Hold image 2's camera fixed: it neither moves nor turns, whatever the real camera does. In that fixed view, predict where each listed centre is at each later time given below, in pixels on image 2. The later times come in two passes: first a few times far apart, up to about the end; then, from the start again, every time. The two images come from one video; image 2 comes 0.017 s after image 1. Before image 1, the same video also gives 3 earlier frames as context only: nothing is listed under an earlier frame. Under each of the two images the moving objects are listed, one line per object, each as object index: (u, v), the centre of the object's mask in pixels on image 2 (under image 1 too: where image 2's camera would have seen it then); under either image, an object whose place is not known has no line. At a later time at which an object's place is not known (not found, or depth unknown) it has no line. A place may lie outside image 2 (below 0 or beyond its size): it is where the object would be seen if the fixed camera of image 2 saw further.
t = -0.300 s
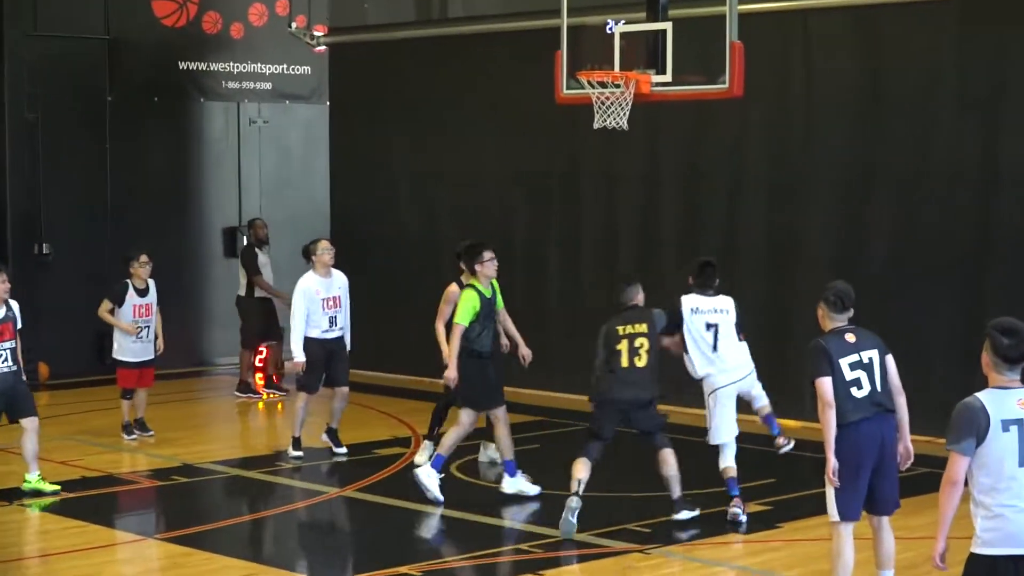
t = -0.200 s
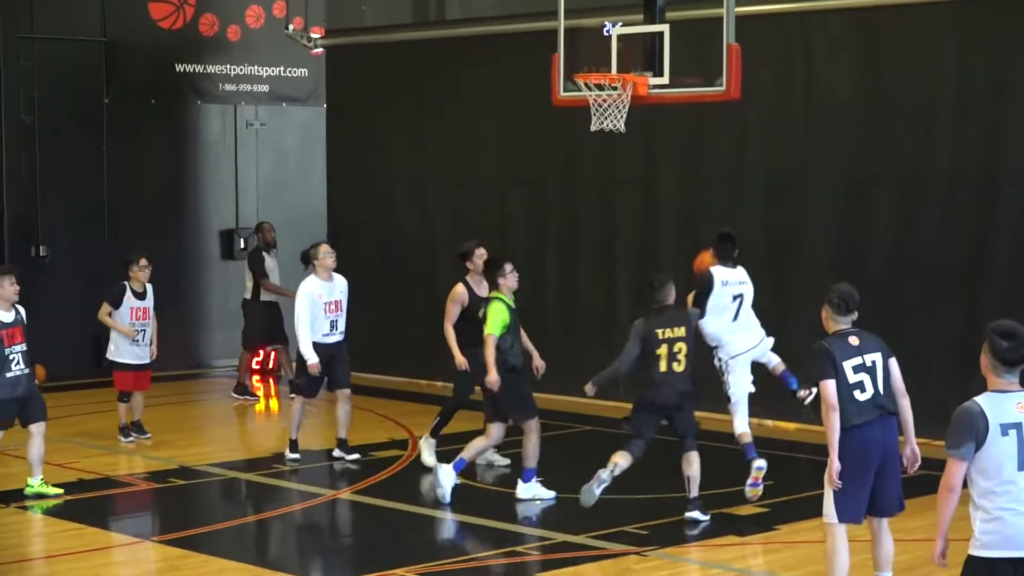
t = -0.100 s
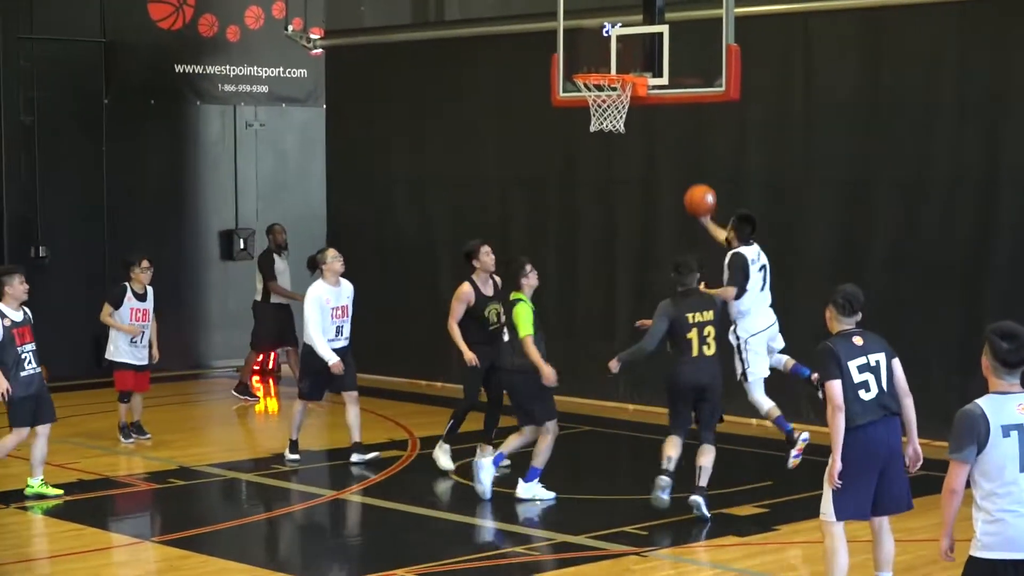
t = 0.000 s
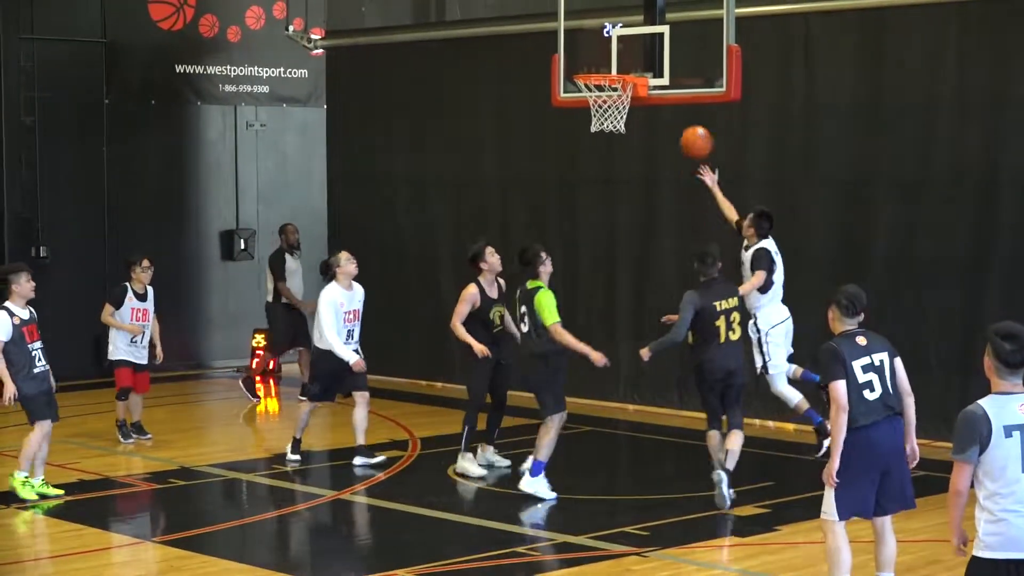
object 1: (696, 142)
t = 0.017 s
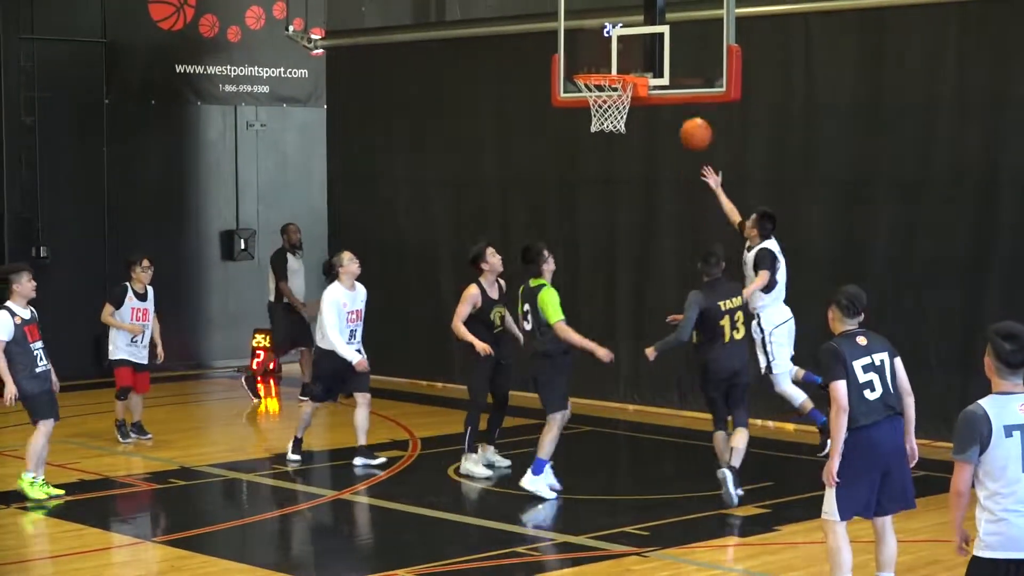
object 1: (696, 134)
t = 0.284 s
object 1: (673, 59)
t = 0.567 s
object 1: (655, 61)
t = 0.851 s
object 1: (649, 62)
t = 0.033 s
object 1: (695, 126)
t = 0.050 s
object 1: (694, 118)
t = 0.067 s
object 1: (694, 111)
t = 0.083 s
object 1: (693, 104)
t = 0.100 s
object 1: (694, 97)
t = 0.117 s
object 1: (692, 91)
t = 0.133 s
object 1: (691, 87)
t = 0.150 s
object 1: (689, 83)
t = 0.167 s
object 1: (687, 79)
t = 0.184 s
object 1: (686, 75)
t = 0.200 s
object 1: (684, 72)
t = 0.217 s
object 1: (682, 69)
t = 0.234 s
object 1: (679, 66)
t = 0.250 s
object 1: (677, 63)
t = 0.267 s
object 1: (675, 61)
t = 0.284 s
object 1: (673, 59)
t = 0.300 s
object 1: (671, 57)
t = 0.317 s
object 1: (669, 56)
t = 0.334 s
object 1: (666, 55)
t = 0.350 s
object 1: (664, 55)
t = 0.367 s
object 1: (662, 55)
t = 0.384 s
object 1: (660, 55)
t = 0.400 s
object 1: (657, 56)
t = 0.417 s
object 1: (655, 57)
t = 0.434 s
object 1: (653, 57)
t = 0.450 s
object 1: (651, 60)
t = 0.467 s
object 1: (649, 62)
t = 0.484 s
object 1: (647, 64)
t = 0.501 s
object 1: (646, 65)
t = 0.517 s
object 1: (648, 64)
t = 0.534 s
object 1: (650, 63)
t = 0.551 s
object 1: (653, 61)
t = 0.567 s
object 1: (655, 61)
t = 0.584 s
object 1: (656, 60)
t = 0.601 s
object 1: (655, 59)
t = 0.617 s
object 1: (654, 59)
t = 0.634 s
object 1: (653, 58)
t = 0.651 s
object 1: (651, 58)
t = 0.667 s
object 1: (650, 58)
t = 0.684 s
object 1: (648, 58)
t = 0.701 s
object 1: (647, 59)
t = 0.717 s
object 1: (646, 60)
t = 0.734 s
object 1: (645, 62)
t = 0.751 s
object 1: (643, 63)
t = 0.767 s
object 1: (643, 64)
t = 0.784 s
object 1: (645, 63)
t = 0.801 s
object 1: (645, 62)
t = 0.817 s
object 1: (646, 62)
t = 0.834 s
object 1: (648, 61)
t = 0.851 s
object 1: (649, 62)
